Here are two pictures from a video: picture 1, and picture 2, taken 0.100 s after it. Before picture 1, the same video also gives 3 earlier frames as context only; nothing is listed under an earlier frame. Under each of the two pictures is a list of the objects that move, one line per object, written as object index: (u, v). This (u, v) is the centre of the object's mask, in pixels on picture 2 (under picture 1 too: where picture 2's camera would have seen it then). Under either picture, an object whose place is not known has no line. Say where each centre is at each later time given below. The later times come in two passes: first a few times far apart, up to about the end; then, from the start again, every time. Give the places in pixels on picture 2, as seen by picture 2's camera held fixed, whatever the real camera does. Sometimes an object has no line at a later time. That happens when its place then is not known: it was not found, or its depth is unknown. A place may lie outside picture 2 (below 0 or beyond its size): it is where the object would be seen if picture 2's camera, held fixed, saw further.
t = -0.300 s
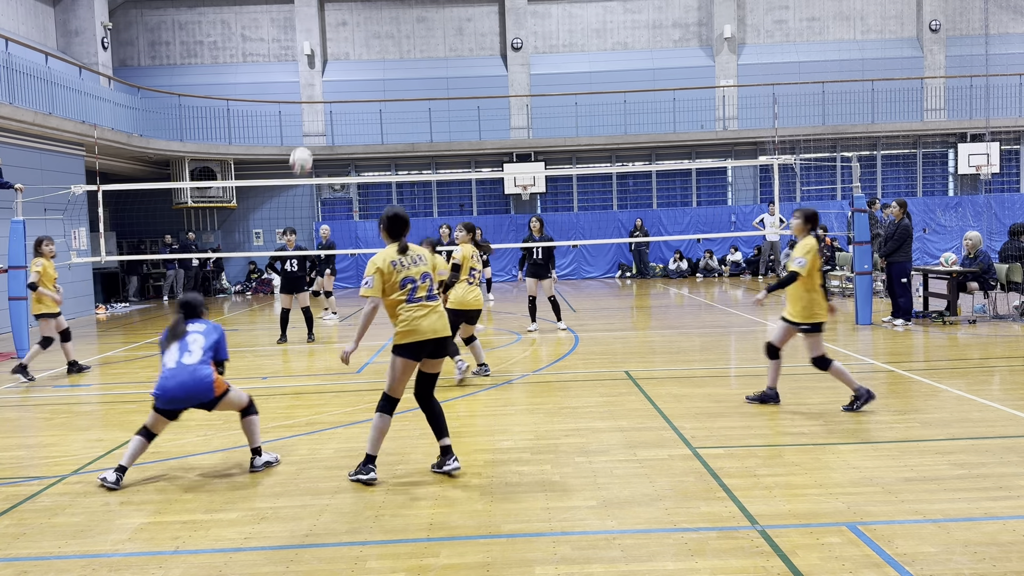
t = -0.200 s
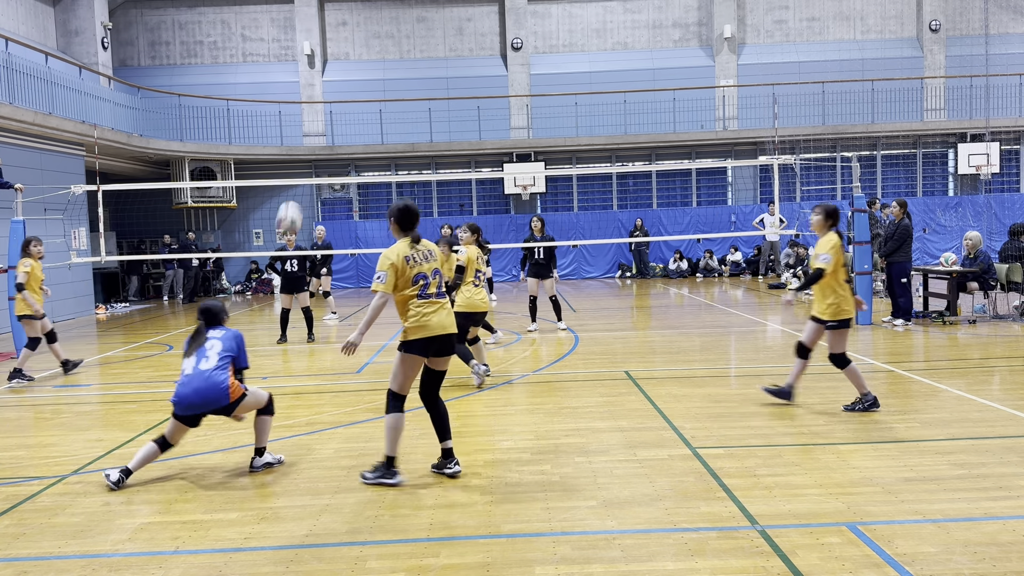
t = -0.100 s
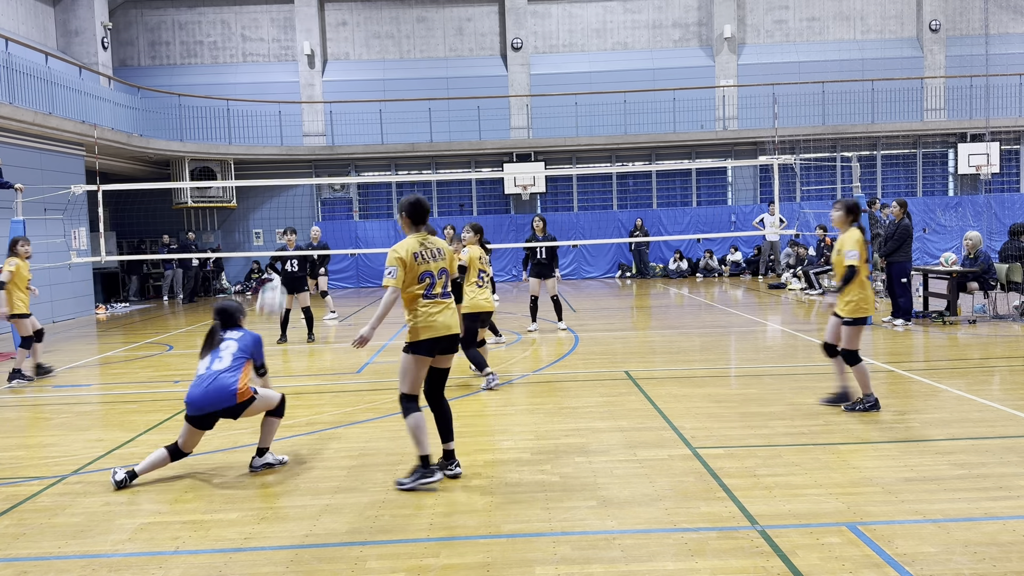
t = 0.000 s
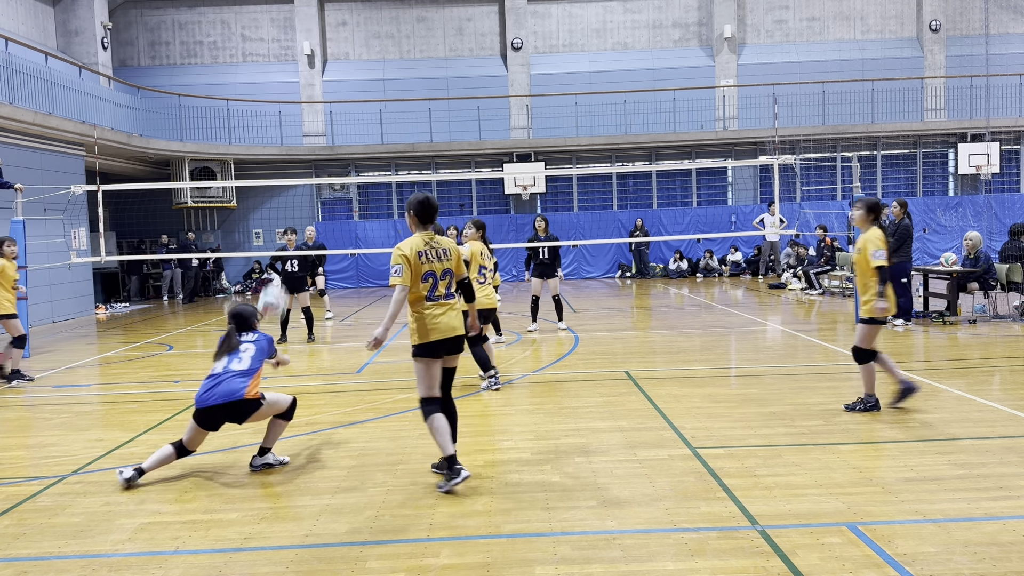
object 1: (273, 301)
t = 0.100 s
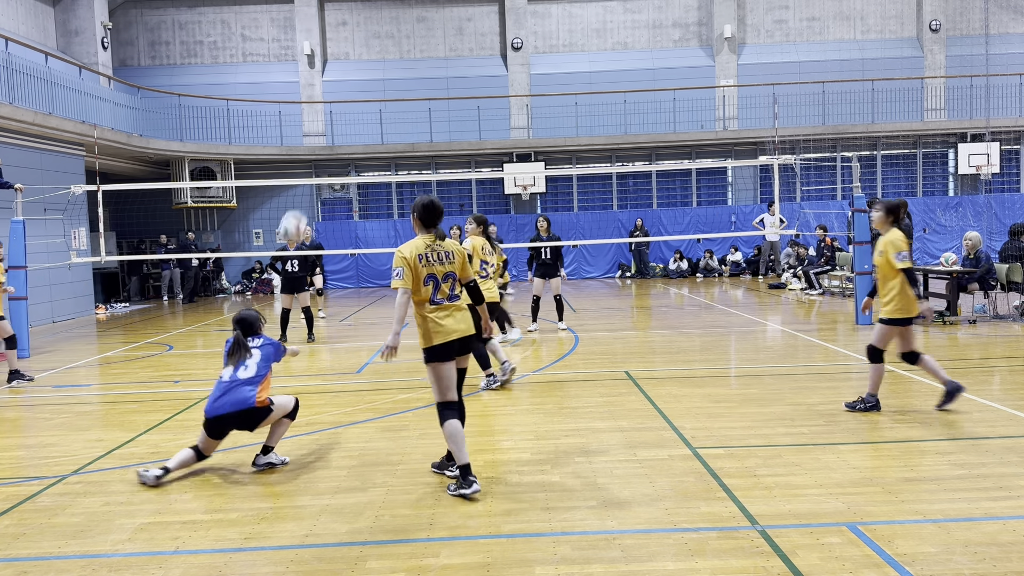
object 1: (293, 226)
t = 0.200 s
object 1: (312, 172)
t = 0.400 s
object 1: (344, 114)
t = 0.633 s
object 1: (376, 109)
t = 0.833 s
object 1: (398, 142)
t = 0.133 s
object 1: (300, 206)
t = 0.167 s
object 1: (306, 188)
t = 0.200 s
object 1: (312, 172)
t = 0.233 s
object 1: (318, 159)
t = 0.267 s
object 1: (324, 146)
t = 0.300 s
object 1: (329, 135)
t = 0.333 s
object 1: (334, 126)
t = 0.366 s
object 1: (340, 119)
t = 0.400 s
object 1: (344, 114)
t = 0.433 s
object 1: (349, 110)
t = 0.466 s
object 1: (354, 107)
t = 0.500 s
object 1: (359, 105)
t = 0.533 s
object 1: (363, 104)
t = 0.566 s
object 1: (367, 105)
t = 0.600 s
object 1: (372, 106)
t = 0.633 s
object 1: (376, 109)
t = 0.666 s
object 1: (380, 112)
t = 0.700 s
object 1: (384, 117)
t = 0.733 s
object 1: (387, 122)
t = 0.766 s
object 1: (391, 128)
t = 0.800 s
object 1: (395, 134)
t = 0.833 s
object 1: (398, 142)
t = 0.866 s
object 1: (402, 150)
